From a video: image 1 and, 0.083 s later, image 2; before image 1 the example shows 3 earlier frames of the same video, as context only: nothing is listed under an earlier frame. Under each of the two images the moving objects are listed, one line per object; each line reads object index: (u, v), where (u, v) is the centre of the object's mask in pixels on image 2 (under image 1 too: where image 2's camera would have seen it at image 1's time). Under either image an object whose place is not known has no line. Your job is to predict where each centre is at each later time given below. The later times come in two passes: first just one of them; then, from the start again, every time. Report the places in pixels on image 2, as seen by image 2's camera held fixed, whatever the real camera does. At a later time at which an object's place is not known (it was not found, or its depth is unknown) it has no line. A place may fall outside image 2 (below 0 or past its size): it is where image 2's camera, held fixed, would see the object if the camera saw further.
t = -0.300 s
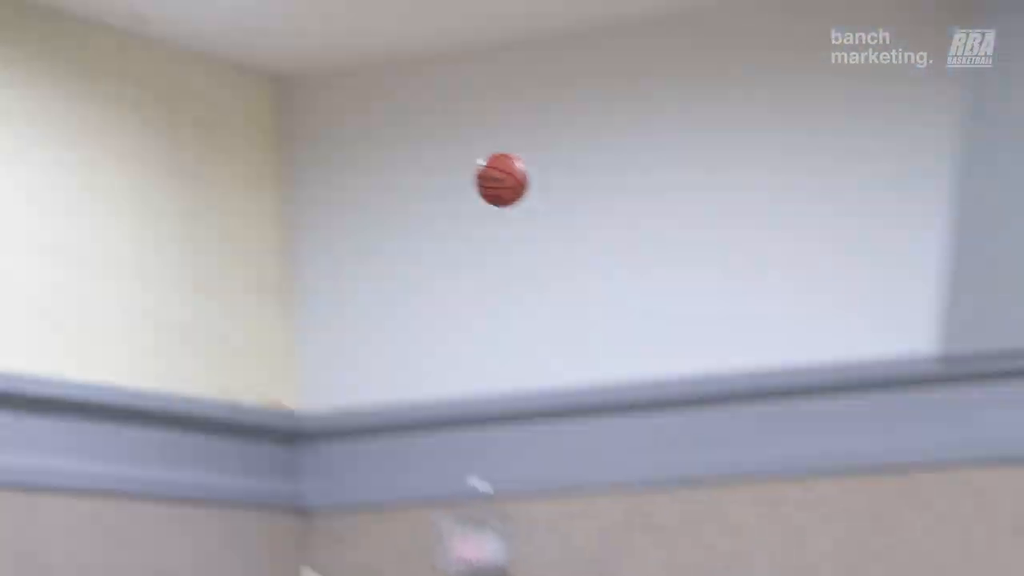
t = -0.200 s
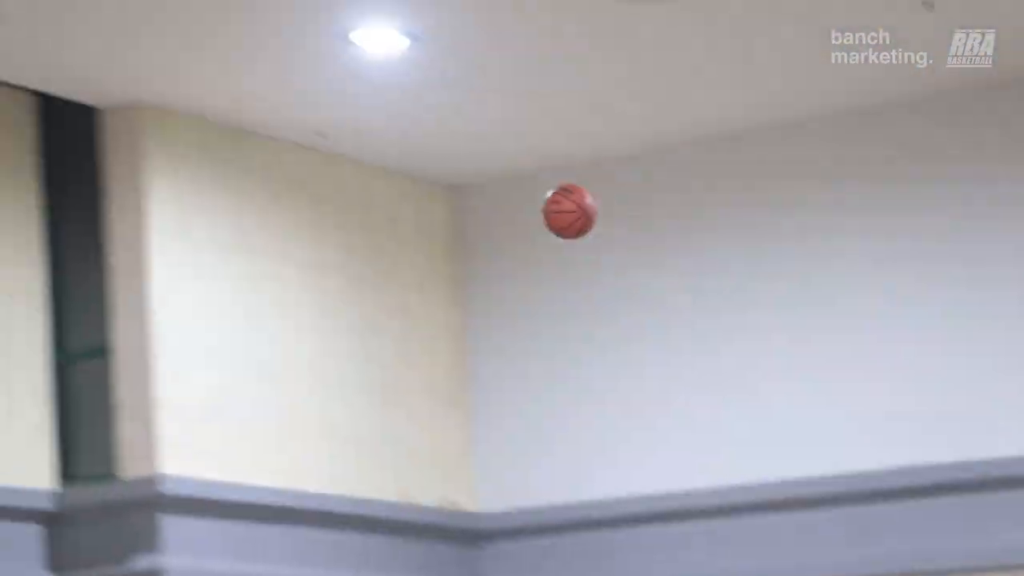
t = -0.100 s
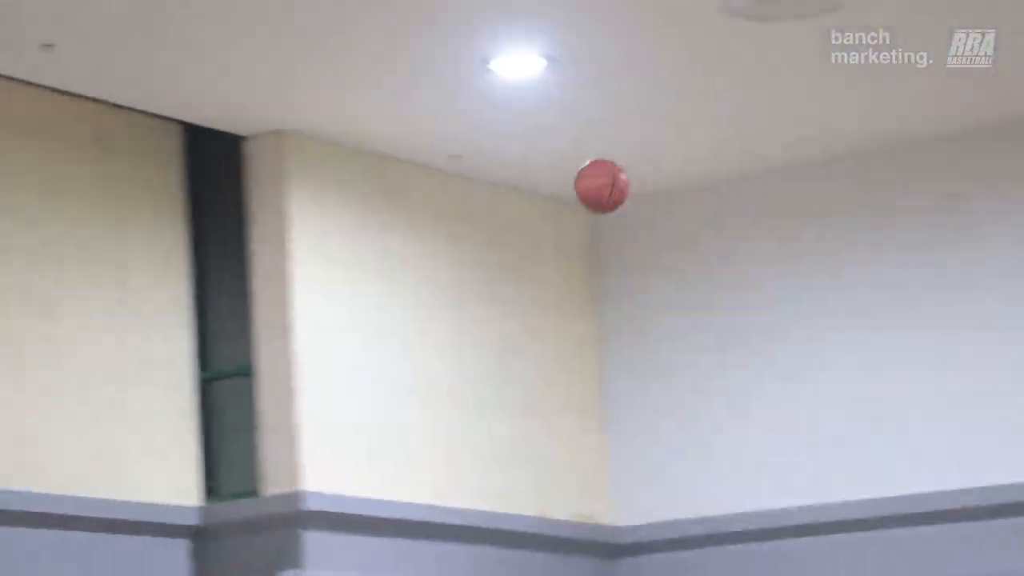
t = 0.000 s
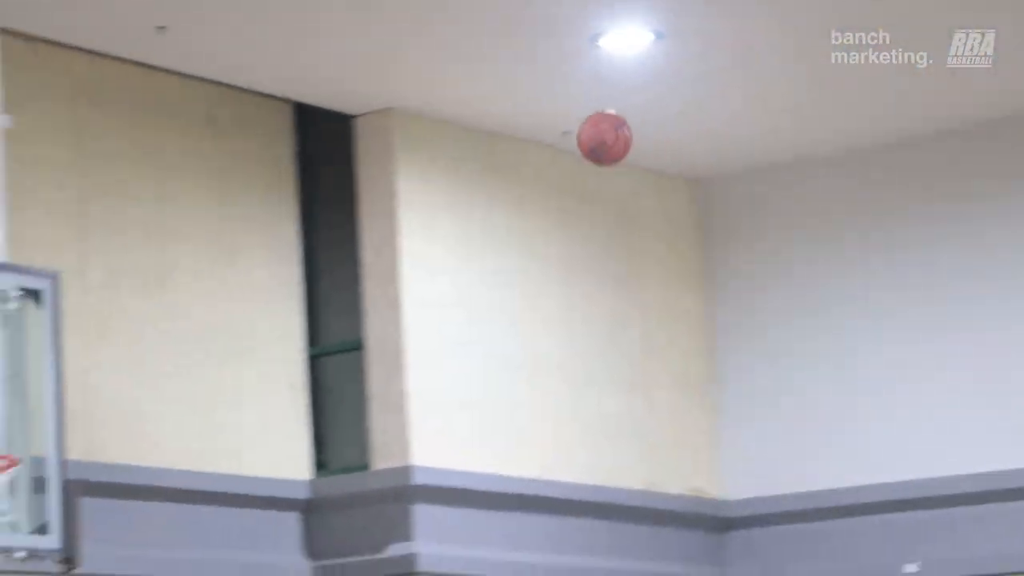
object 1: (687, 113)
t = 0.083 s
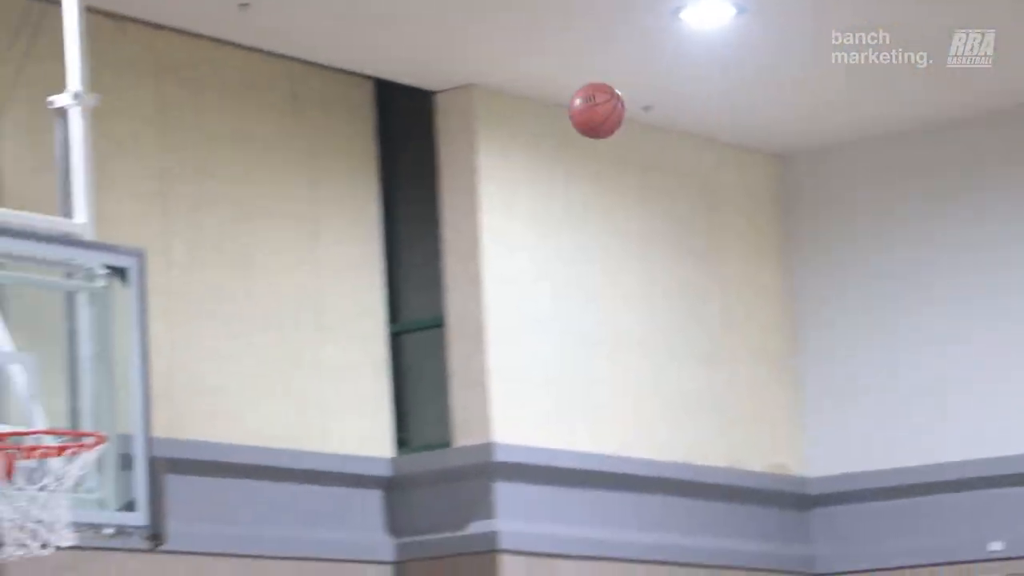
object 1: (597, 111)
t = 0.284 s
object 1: (383, 172)
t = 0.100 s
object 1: (579, 112)
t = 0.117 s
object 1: (561, 114)
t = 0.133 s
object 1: (544, 118)
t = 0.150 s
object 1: (526, 121)
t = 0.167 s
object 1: (508, 125)
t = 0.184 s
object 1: (489, 130)
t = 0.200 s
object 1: (472, 135)
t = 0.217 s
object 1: (454, 141)
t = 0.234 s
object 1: (436, 148)
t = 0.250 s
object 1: (418, 156)
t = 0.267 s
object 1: (401, 163)
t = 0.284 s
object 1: (383, 172)
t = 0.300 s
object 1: (365, 181)
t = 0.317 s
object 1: (347, 191)
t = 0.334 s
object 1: (328, 202)
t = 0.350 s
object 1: (311, 213)
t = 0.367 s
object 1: (293, 225)
